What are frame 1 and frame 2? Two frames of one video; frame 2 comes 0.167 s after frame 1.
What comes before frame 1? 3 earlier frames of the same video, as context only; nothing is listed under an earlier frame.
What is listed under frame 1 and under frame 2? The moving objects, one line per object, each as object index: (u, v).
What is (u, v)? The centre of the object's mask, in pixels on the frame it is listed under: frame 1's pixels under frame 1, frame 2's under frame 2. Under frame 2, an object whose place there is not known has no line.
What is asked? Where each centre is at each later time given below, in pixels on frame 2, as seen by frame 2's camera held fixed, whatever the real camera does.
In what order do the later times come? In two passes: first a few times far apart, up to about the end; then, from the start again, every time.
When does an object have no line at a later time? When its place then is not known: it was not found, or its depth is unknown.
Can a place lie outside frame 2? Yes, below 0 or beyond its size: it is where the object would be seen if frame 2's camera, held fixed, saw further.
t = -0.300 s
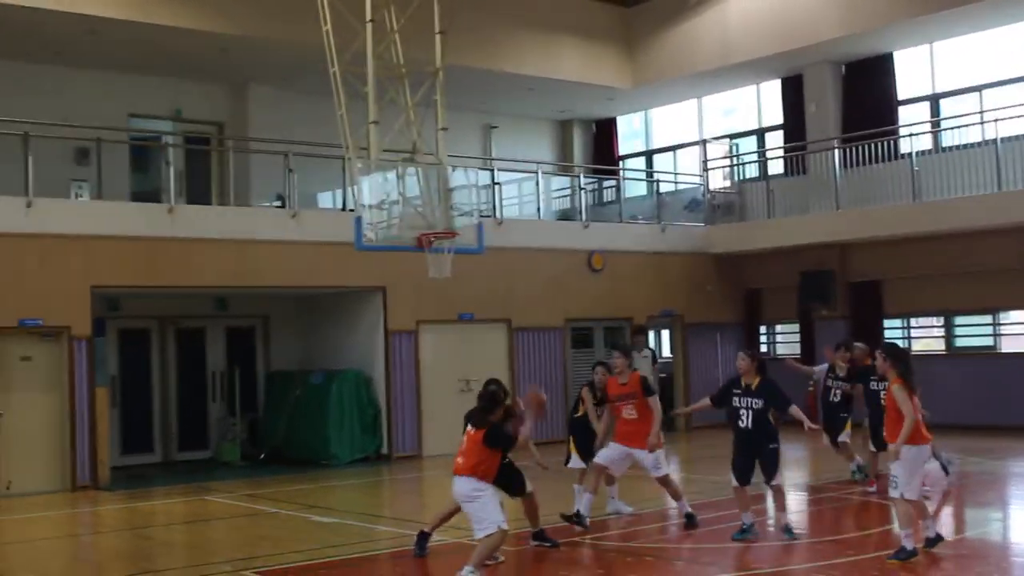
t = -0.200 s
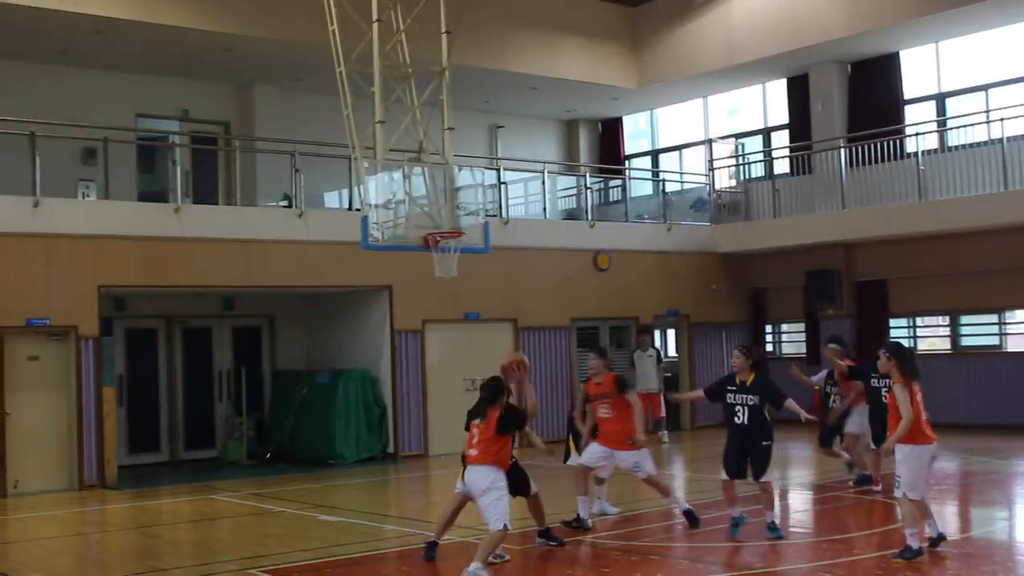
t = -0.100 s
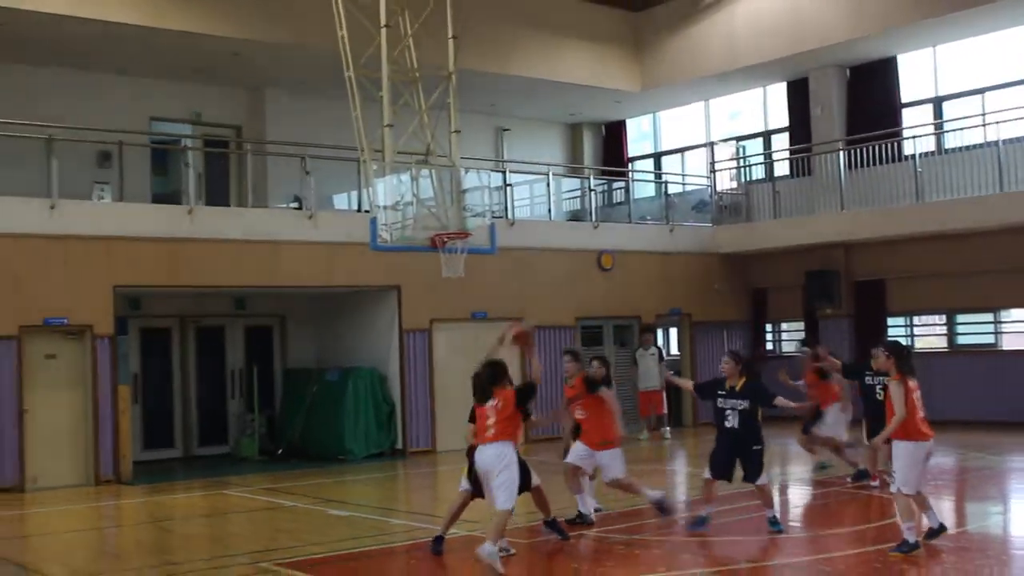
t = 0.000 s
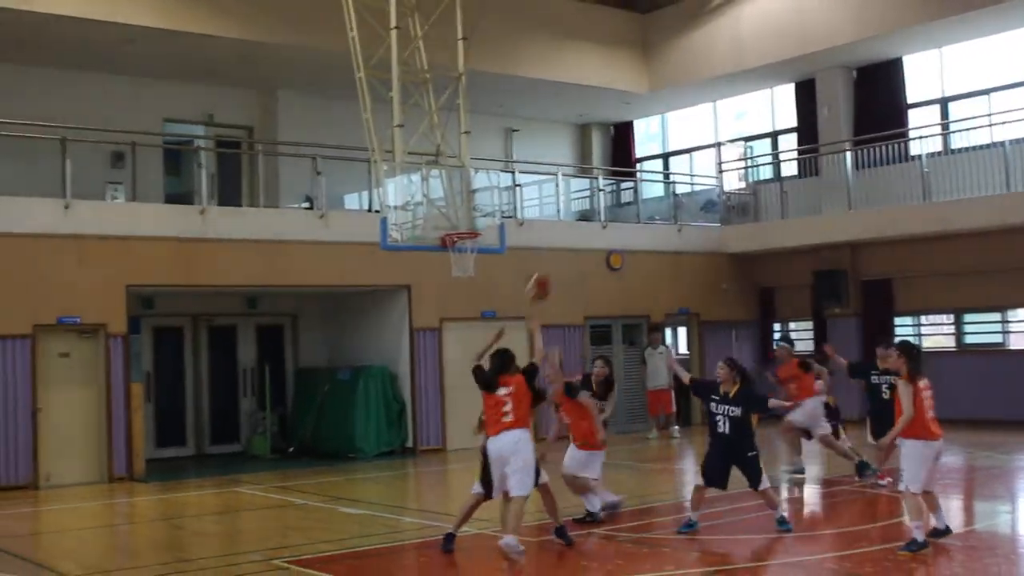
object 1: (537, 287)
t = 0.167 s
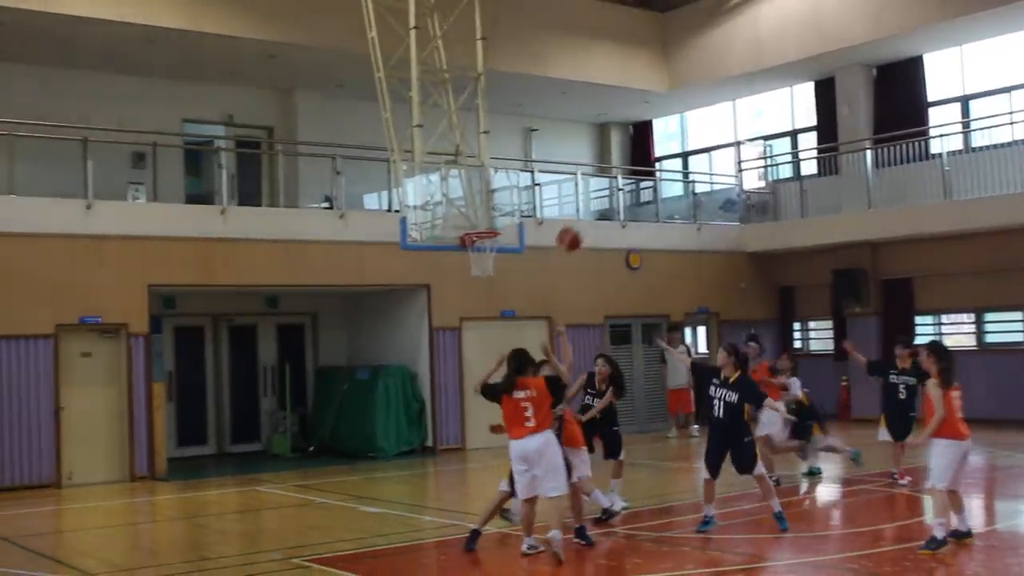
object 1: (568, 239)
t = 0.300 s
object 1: (577, 228)
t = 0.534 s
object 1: (592, 251)
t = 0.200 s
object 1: (571, 235)
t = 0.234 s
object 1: (573, 232)
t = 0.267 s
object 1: (575, 229)
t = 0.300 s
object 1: (577, 228)
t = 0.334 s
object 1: (580, 229)
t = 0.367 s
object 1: (582, 230)
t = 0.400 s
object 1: (584, 232)
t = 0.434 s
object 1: (586, 235)
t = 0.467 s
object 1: (588, 239)
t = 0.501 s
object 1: (590, 245)
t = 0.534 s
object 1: (592, 251)
